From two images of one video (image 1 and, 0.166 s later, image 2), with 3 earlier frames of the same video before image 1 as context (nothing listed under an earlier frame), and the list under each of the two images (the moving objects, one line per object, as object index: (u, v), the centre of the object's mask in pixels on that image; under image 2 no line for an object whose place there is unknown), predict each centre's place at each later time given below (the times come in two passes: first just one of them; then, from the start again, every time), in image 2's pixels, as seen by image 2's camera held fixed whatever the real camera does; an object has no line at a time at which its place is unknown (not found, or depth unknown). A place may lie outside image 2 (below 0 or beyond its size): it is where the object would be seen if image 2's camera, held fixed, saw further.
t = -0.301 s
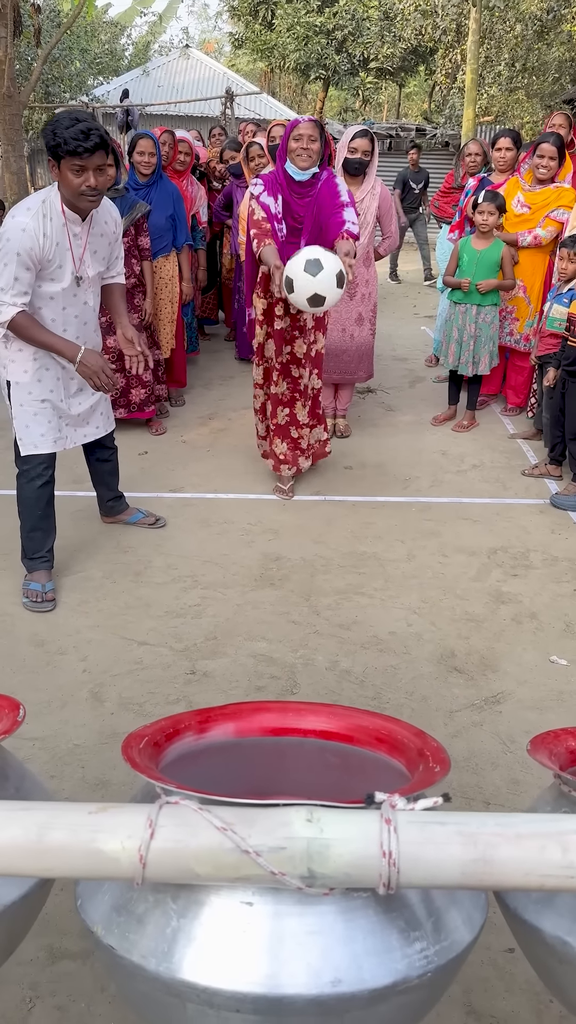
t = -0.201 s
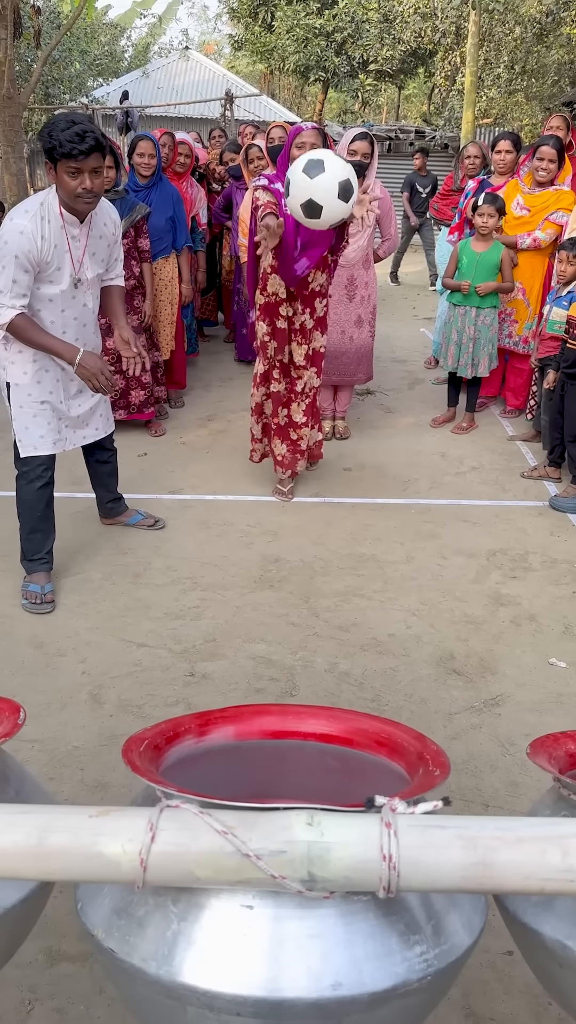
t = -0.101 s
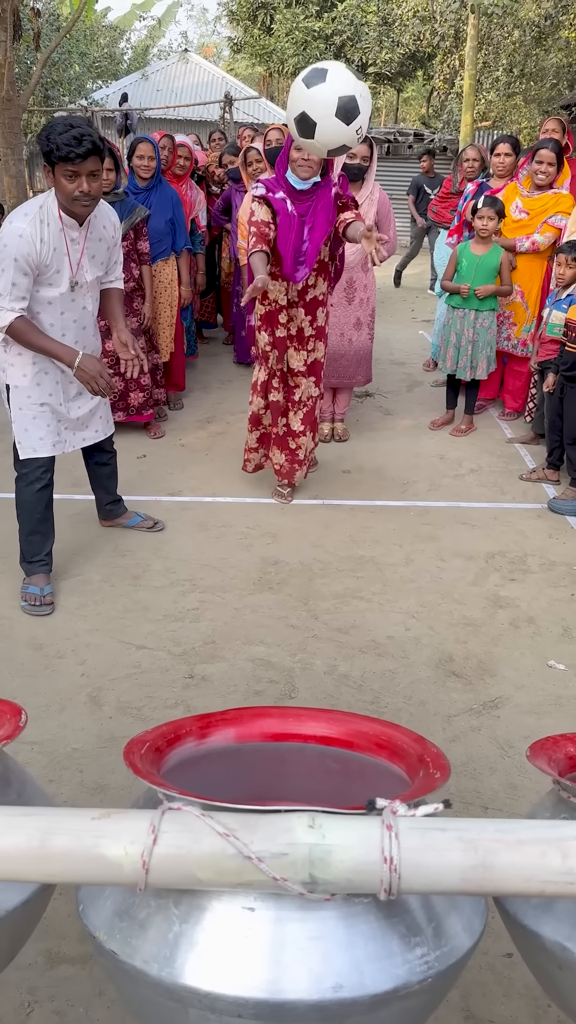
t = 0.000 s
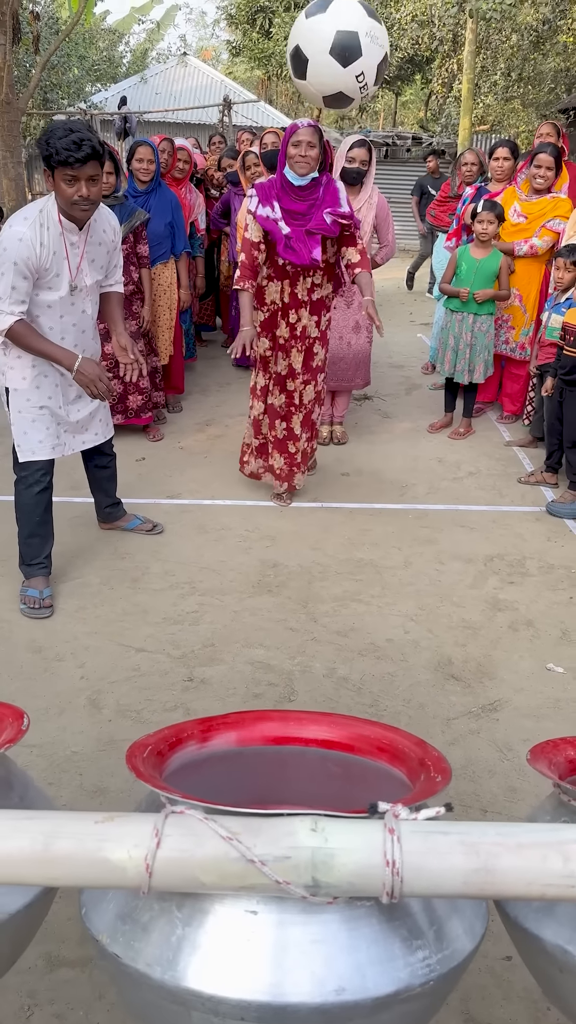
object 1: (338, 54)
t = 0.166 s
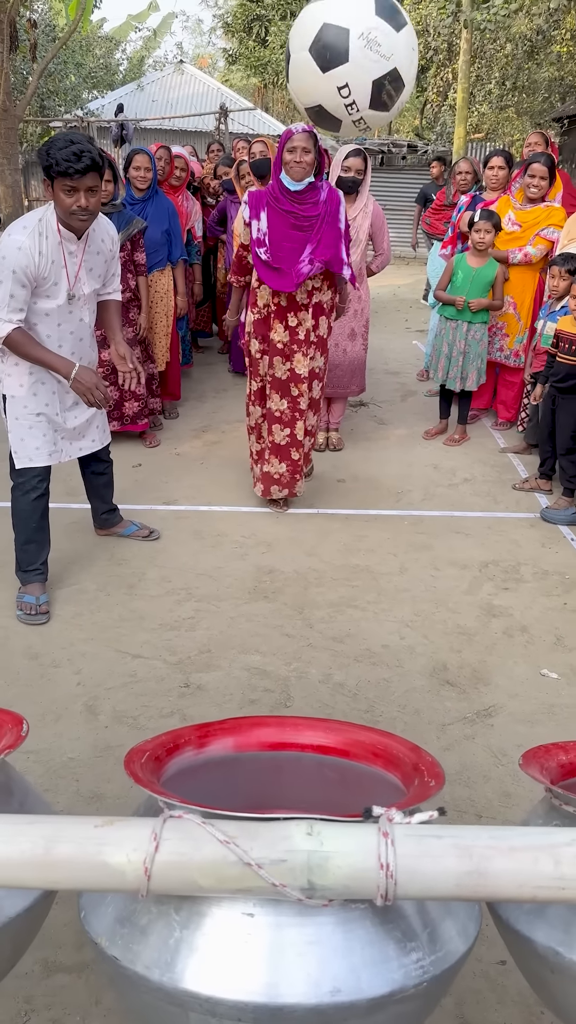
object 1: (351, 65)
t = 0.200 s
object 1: (355, 84)
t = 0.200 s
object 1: (355, 84)
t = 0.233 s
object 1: (358, 119)
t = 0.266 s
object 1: (361, 167)
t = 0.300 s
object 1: (363, 230)
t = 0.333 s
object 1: (364, 307)
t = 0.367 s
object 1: (366, 399)
